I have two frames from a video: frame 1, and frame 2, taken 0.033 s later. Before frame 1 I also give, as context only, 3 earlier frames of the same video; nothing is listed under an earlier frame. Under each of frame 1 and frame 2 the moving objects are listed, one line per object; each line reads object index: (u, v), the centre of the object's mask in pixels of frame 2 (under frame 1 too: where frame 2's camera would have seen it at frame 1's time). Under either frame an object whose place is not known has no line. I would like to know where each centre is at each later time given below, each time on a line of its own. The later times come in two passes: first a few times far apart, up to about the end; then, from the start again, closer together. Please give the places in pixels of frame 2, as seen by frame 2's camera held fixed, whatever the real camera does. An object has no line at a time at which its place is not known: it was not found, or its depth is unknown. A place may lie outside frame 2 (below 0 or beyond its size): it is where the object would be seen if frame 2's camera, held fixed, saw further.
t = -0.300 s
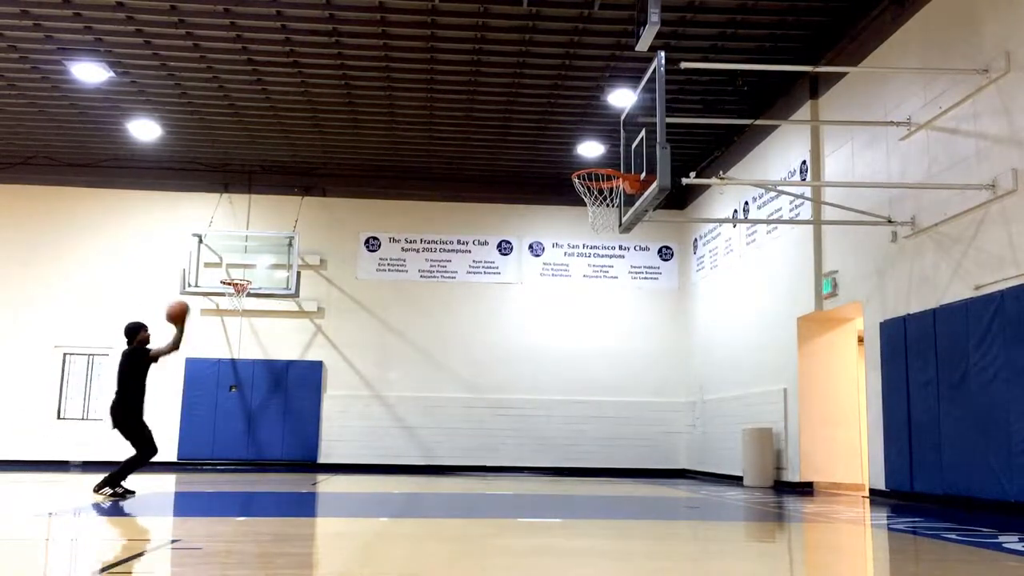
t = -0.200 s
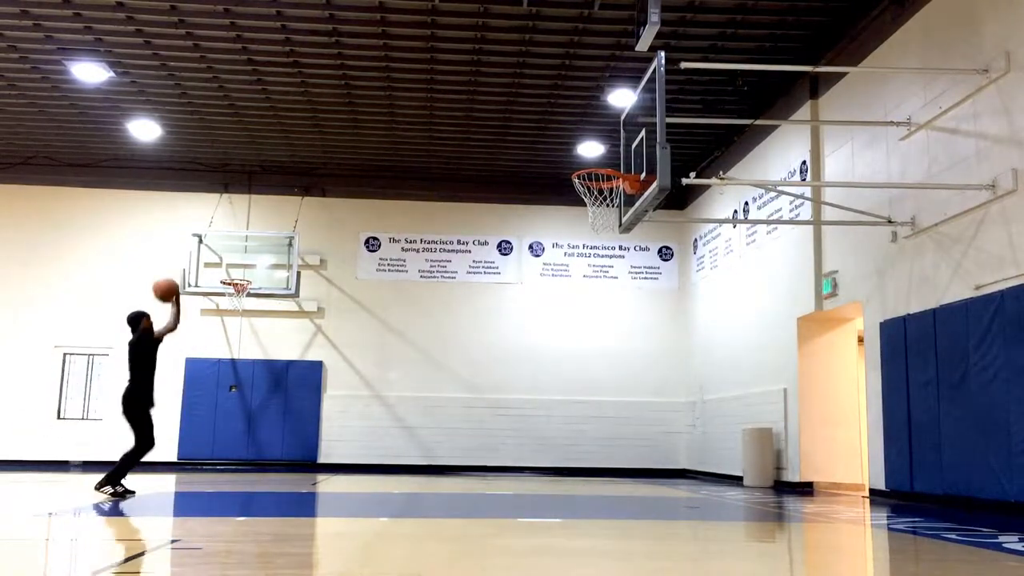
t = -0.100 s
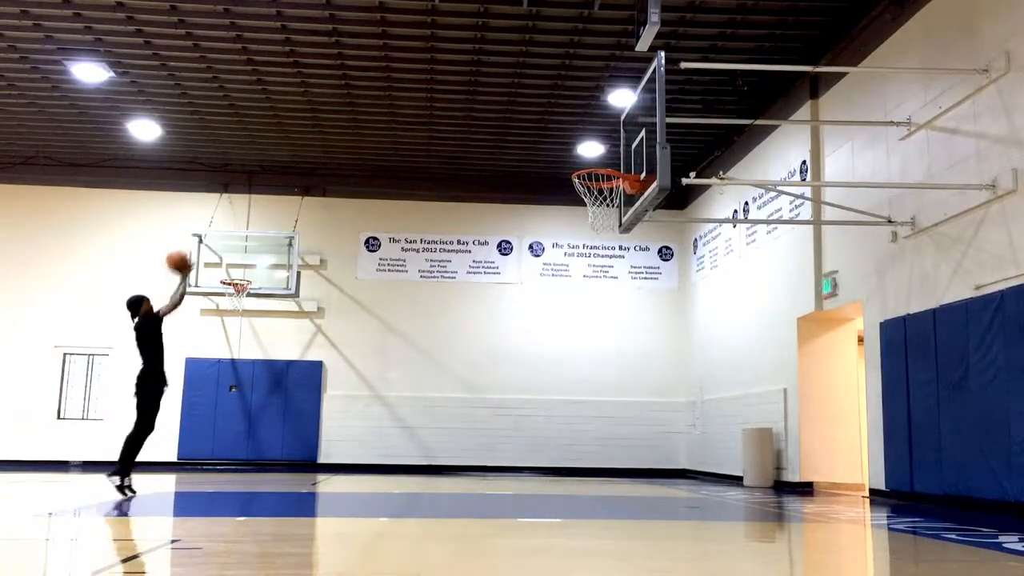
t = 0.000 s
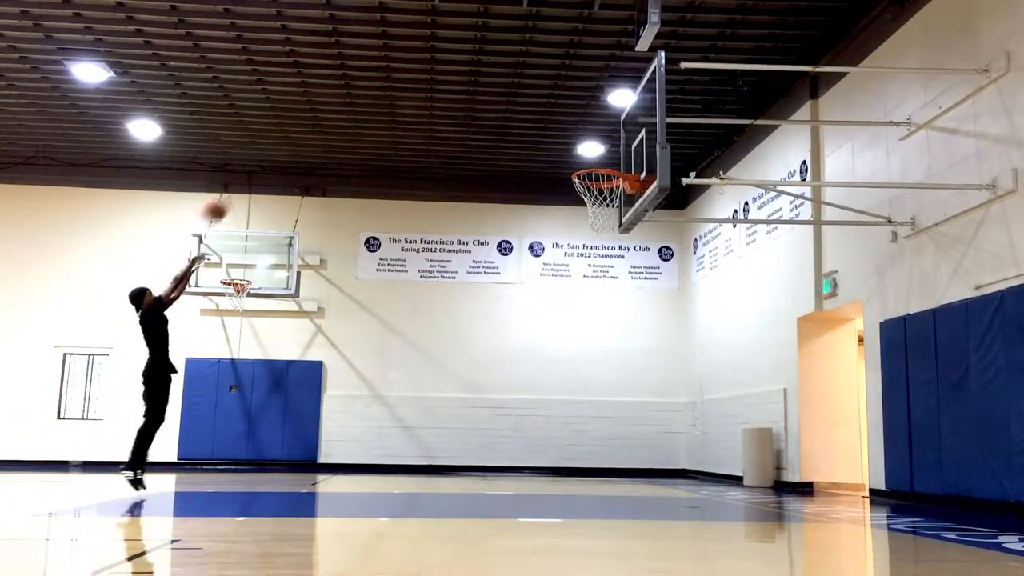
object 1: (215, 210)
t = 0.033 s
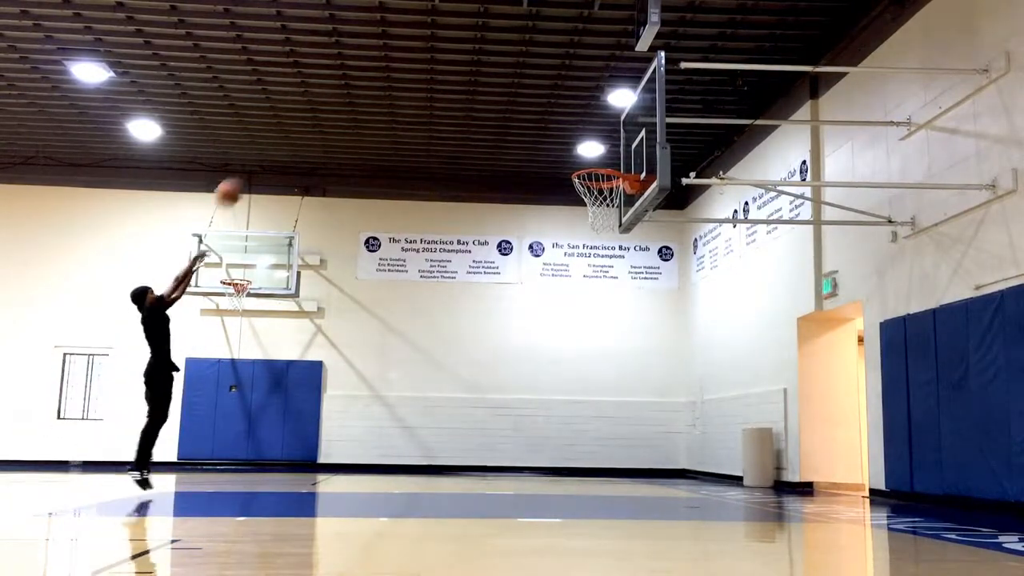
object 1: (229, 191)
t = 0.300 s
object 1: (333, 103)
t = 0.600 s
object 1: (448, 81)
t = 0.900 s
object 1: (561, 142)
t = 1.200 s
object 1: (616, 247)
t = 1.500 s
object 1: (594, 411)
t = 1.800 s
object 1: (556, 390)
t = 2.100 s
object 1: (508, 311)
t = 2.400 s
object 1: (459, 330)
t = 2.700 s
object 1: (406, 449)
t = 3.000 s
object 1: (361, 405)
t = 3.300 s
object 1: (317, 382)
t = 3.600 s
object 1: (266, 462)
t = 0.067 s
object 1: (241, 176)
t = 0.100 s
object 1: (254, 165)
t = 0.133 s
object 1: (267, 152)
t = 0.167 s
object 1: (280, 139)
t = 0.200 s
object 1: (293, 128)
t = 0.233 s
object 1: (307, 119)
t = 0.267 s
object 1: (320, 110)
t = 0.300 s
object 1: (333, 103)
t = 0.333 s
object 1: (346, 96)
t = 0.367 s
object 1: (358, 90)
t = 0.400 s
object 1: (372, 86)
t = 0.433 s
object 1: (385, 83)
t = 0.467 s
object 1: (397, 80)
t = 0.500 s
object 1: (409, 78)
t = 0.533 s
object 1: (422, 78)
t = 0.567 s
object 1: (434, 79)
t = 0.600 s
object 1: (448, 81)
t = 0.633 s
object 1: (460, 83)
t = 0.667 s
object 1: (474, 87)
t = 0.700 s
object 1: (487, 92)
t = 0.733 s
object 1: (499, 97)
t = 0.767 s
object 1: (511, 105)
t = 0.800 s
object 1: (525, 114)
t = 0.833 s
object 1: (536, 122)
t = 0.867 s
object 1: (551, 132)
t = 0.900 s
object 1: (561, 142)
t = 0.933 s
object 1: (573, 156)
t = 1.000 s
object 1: (609, 186)
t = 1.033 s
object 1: (618, 199)
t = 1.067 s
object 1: (623, 209)
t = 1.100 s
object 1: (624, 216)
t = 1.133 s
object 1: (620, 225)
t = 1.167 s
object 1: (619, 235)
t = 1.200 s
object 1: (616, 247)
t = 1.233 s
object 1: (613, 260)
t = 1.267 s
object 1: (611, 275)
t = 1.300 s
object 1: (609, 291)
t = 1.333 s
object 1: (606, 307)
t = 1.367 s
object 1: (604, 324)
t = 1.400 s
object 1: (601, 344)
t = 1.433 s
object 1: (599, 364)
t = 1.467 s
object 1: (597, 386)
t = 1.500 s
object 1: (594, 411)
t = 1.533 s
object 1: (592, 437)
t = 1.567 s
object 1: (590, 465)
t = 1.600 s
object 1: (587, 492)
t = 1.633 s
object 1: (582, 476)
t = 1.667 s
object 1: (577, 455)
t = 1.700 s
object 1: (572, 438)
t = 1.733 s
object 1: (566, 421)
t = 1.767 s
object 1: (561, 404)
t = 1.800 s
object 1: (556, 390)
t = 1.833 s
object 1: (550, 376)
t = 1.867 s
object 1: (545, 364)
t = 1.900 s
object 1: (540, 353)
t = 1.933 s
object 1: (535, 343)
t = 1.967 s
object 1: (529, 334)
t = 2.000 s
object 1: (524, 327)
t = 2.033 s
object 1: (519, 320)
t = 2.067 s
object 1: (513, 315)
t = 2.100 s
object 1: (508, 311)
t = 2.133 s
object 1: (503, 309)
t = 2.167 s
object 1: (498, 307)
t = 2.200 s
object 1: (492, 307)
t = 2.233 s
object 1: (487, 307)
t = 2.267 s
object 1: (481, 310)
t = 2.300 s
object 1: (475, 313)
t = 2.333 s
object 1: (470, 317)
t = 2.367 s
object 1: (464, 323)
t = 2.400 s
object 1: (459, 330)
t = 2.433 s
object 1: (453, 338)
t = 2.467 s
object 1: (447, 347)
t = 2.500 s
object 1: (441, 357)
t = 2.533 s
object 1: (436, 369)
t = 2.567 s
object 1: (430, 382)
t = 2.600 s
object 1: (424, 398)
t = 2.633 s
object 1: (418, 413)
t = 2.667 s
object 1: (412, 432)
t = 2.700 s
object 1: (406, 449)
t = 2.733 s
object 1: (399, 472)
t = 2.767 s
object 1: (393, 492)
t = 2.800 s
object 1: (388, 477)
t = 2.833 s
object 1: (384, 463)
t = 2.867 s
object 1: (379, 448)
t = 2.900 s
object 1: (375, 436)
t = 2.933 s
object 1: (371, 424)
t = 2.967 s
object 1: (366, 414)
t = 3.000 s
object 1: (361, 405)
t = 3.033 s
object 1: (357, 398)
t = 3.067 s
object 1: (352, 391)
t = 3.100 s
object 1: (347, 386)
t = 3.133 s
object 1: (342, 383)
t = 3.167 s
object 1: (338, 380)
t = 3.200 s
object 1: (332, 379)
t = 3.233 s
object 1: (327, 378)
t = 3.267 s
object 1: (322, 379)
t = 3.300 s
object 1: (317, 382)
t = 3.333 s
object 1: (311, 385)
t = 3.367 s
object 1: (306, 390)
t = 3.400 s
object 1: (301, 396)
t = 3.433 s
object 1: (295, 404)
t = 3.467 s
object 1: (289, 413)
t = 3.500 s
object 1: (284, 423)
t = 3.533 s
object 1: (278, 434)
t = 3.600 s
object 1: (266, 462)
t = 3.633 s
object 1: (260, 477)
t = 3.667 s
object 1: (254, 490)
